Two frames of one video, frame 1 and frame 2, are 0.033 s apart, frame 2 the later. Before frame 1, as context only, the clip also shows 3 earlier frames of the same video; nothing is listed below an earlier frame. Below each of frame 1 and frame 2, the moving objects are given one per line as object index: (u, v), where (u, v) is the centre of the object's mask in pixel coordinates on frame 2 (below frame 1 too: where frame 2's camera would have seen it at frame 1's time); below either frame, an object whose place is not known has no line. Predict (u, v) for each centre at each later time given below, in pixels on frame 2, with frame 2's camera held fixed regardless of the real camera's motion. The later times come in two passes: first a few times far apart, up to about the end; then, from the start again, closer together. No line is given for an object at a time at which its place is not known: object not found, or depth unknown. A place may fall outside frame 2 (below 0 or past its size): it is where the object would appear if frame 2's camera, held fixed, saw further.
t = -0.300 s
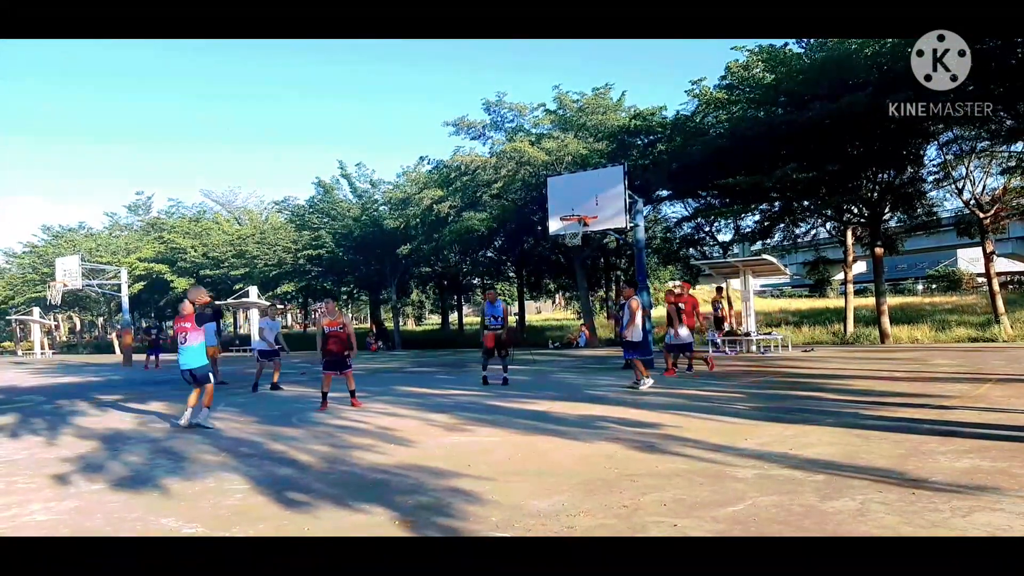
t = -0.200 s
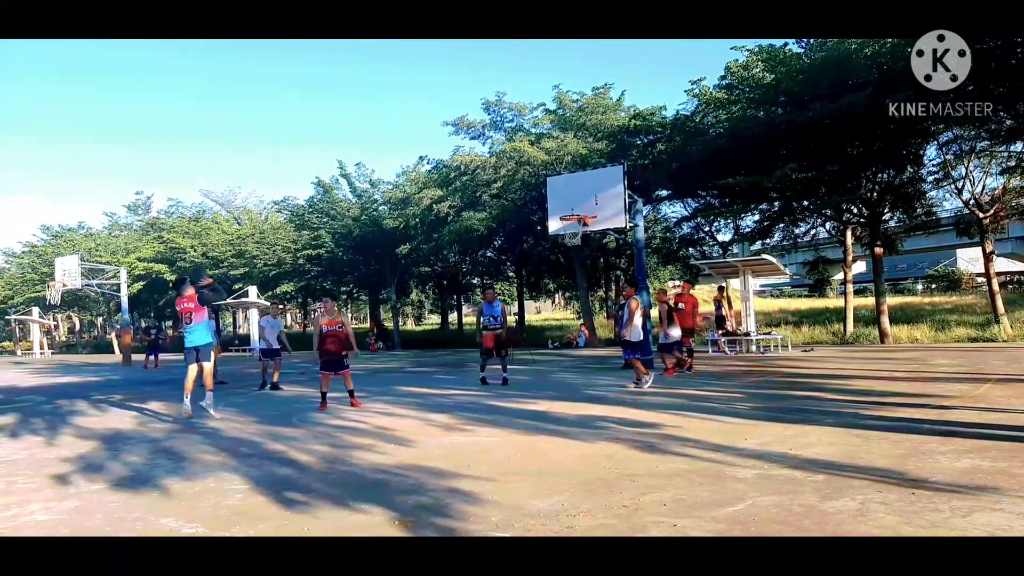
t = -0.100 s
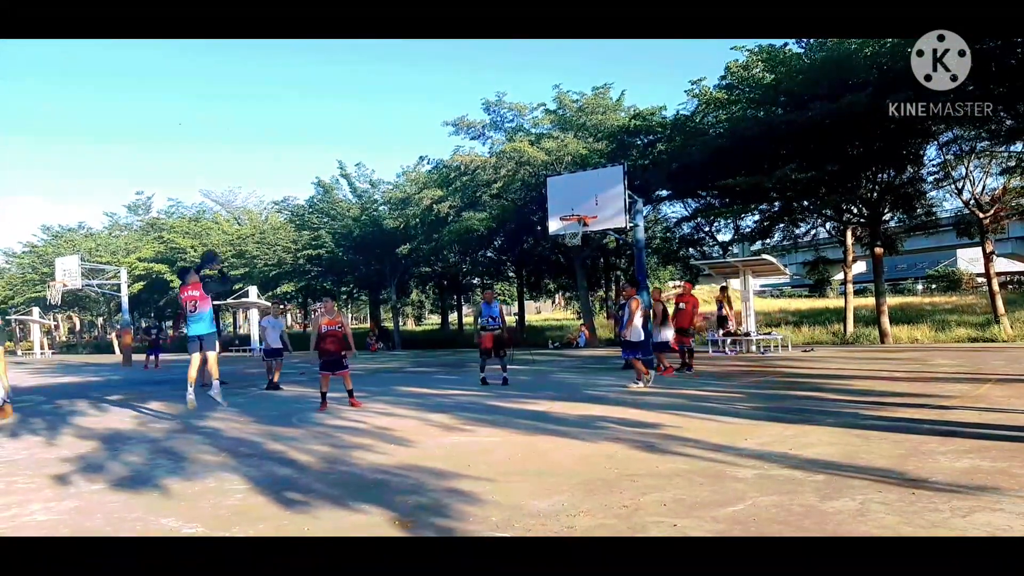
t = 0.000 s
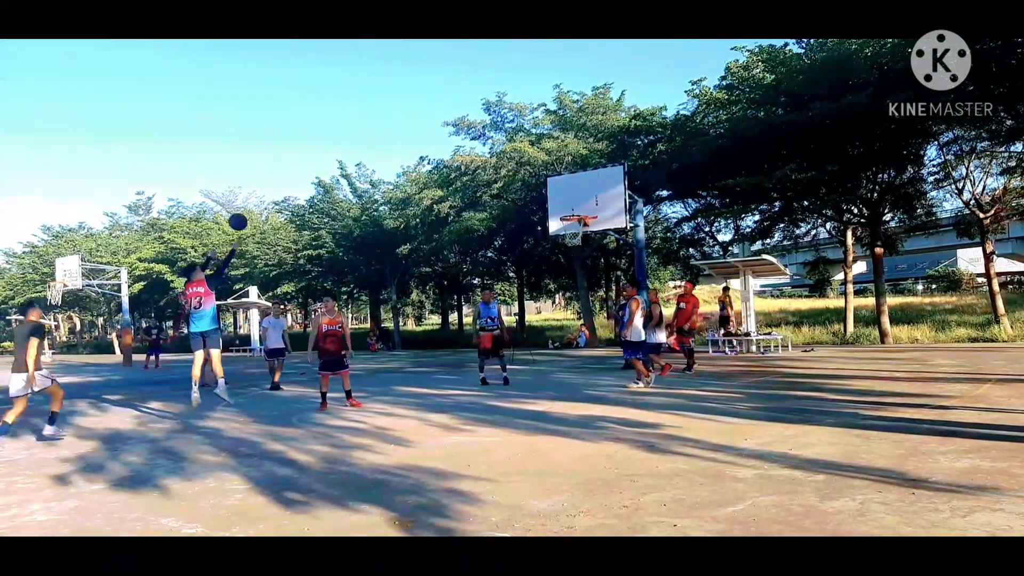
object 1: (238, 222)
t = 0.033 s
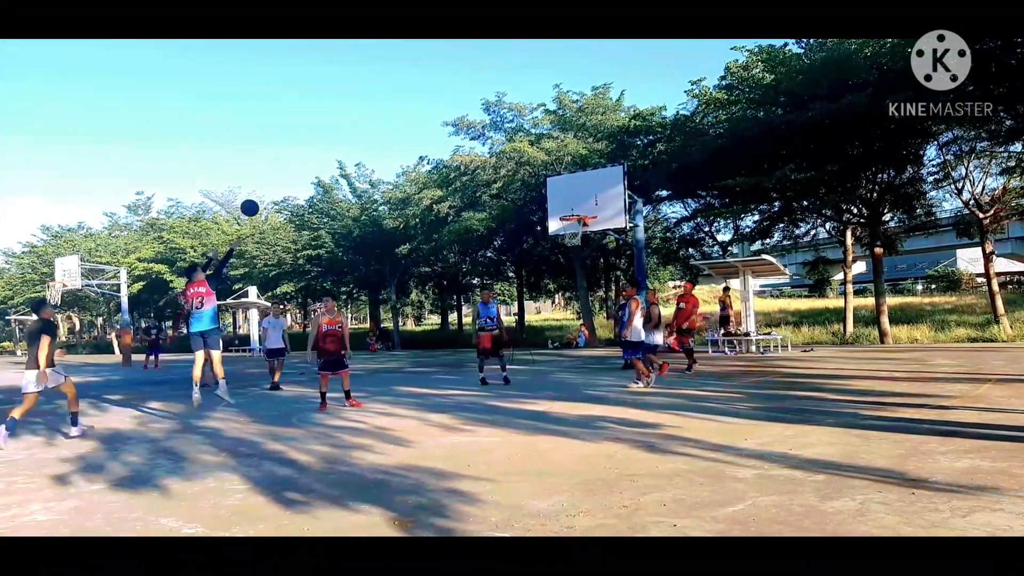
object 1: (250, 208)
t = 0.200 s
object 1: (307, 154)
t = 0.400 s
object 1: (369, 119)
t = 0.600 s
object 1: (425, 112)
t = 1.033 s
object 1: (529, 173)
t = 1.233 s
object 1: (563, 203)
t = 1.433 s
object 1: (577, 181)
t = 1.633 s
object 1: (574, 174)
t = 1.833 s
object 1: (568, 185)
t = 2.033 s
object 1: (562, 219)
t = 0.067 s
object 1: (262, 195)
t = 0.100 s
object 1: (274, 183)
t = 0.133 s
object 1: (285, 173)
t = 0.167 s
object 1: (297, 163)
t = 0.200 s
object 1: (307, 154)
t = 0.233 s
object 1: (319, 146)
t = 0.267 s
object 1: (329, 139)
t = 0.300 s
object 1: (339, 133)
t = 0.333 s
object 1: (349, 127)
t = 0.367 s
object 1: (360, 123)
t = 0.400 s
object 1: (369, 119)
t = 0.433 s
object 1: (379, 116)
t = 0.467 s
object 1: (388, 114)
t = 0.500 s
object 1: (398, 112)
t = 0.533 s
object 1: (407, 111)
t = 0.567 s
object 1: (416, 111)
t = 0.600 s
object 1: (425, 112)
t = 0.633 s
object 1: (433, 113)
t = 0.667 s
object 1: (442, 115)
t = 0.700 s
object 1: (451, 117)
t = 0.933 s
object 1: (506, 150)
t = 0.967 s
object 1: (514, 157)
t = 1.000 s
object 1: (522, 165)
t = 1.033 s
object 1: (529, 173)
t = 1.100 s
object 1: (545, 189)
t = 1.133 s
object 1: (550, 198)
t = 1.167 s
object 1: (557, 208)
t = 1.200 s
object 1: (561, 209)
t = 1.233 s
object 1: (563, 203)
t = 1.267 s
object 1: (565, 198)
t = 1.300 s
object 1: (568, 194)
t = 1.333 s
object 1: (570, 190)
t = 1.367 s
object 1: (572, 186)
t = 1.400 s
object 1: (575, 183)
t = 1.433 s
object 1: (577, 181)
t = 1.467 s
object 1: (579, 179)
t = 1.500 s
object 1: (578, 177)
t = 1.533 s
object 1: (577, 176)
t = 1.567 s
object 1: (576, 175)
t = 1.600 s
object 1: (575, 174)
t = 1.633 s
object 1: (574, 174)
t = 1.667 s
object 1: (573, 174)
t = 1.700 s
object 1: (572, 175)
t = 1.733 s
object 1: (571, 177)
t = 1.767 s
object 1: (569, 179)
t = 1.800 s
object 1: (568, 181)
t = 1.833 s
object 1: (568, 185)
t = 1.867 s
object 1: (567, 189)
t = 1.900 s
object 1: (566, 194)
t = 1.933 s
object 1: (565, 199)
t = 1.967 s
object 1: (564, 205)
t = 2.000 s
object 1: (563, 212)
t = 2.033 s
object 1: (562, 219)
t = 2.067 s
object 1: (561, 227)
